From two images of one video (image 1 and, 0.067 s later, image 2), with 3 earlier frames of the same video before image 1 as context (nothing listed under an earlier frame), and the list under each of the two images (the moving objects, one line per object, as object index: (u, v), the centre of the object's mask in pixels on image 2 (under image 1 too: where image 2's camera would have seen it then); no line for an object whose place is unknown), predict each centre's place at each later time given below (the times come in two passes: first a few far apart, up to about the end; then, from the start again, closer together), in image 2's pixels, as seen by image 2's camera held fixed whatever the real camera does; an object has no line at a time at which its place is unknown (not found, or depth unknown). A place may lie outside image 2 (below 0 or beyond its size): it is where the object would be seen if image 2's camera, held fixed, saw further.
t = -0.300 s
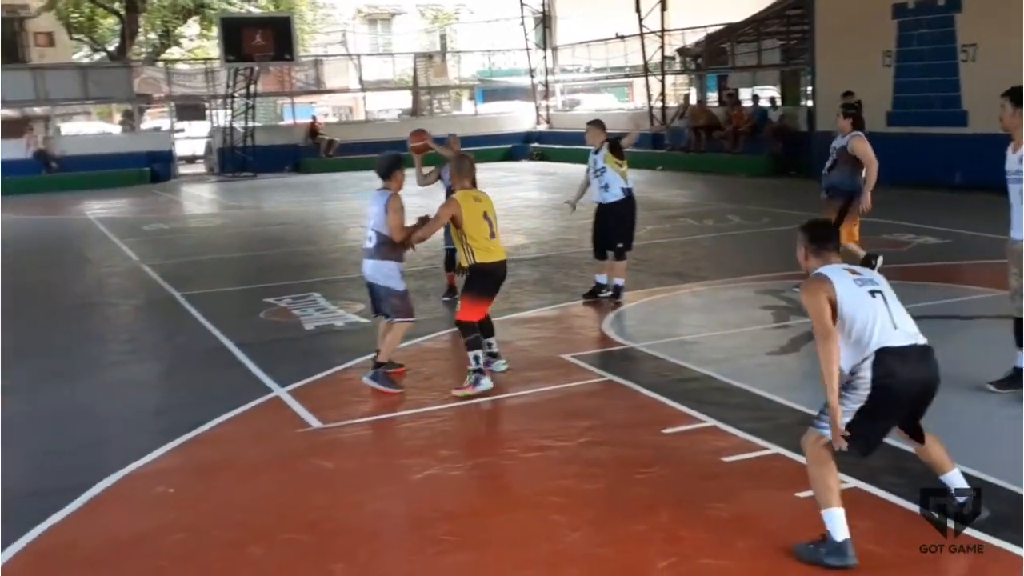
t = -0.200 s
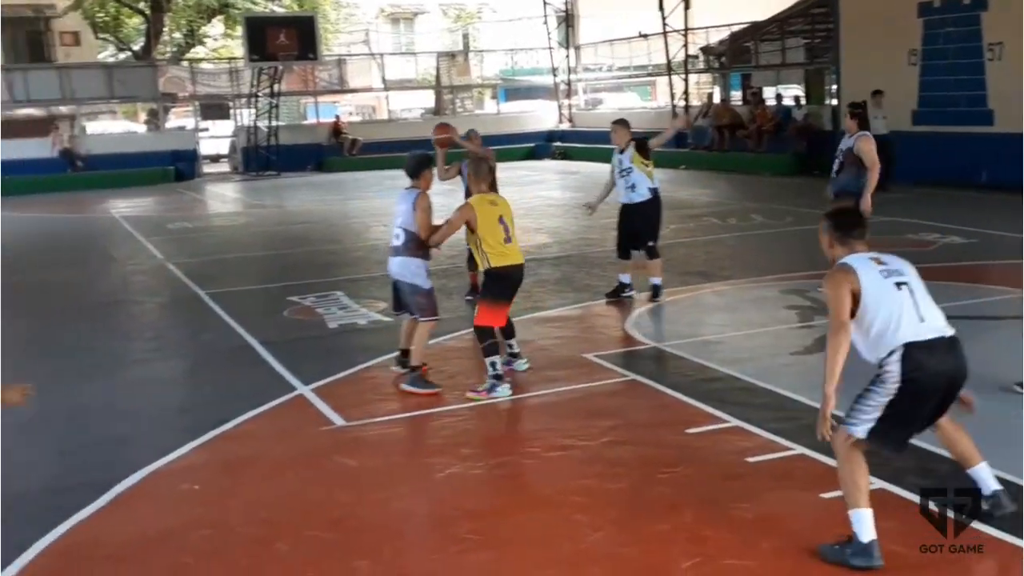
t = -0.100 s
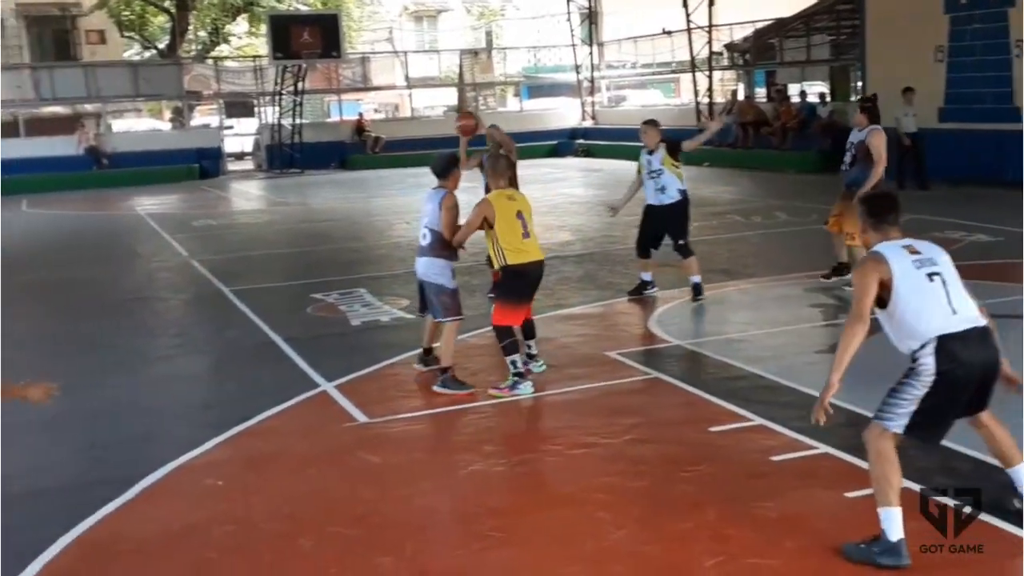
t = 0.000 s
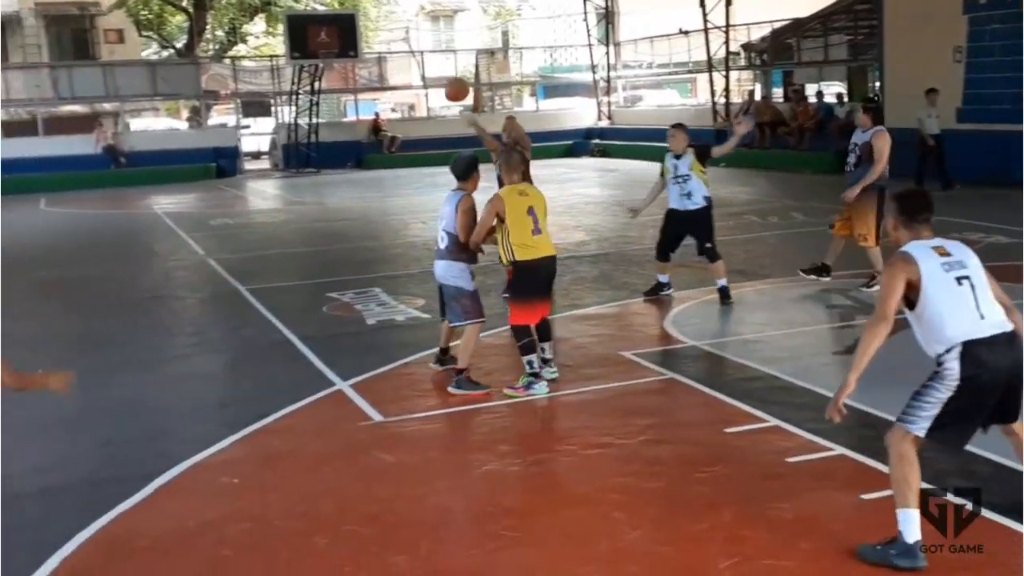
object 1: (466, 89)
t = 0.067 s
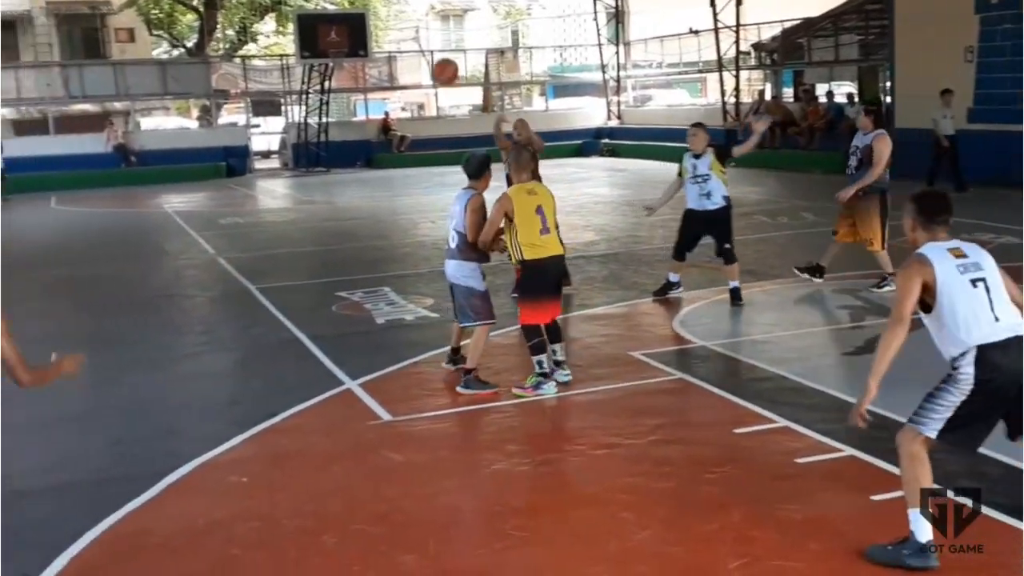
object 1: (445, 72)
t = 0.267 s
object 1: (366, 38)
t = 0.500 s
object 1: (242, 71)
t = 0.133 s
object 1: (421, 56)
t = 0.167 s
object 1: (409, 50)
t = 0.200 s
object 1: (396, 45)
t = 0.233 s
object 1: (382, 41)
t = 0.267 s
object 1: (366, 38)
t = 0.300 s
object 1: (351, 37)
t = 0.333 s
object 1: (336, 38)
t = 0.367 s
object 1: (319, 40)
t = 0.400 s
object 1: (303, 44)
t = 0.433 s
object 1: (284, 50)
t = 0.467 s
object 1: (263, 59)
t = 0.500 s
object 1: (242, 71)
